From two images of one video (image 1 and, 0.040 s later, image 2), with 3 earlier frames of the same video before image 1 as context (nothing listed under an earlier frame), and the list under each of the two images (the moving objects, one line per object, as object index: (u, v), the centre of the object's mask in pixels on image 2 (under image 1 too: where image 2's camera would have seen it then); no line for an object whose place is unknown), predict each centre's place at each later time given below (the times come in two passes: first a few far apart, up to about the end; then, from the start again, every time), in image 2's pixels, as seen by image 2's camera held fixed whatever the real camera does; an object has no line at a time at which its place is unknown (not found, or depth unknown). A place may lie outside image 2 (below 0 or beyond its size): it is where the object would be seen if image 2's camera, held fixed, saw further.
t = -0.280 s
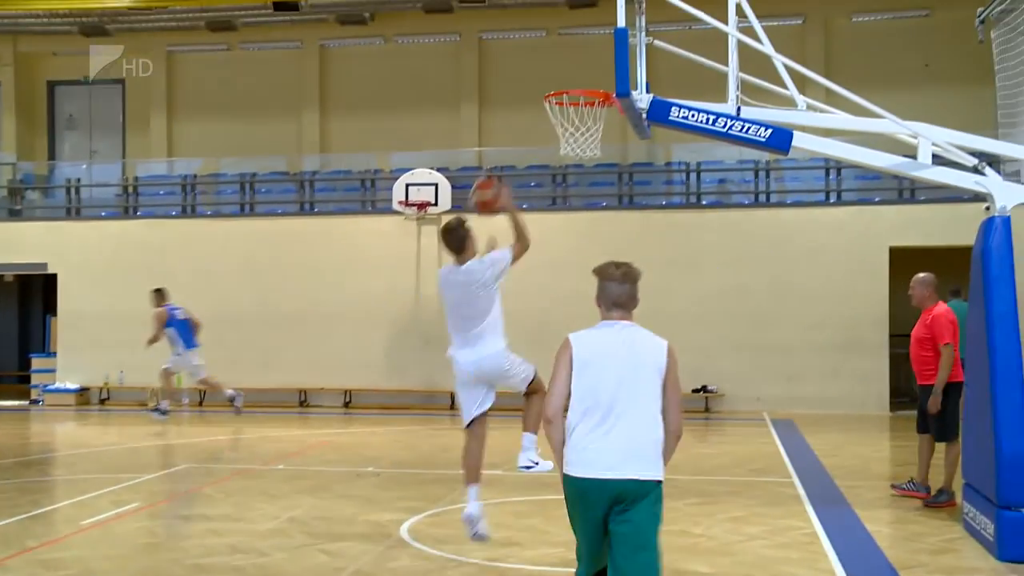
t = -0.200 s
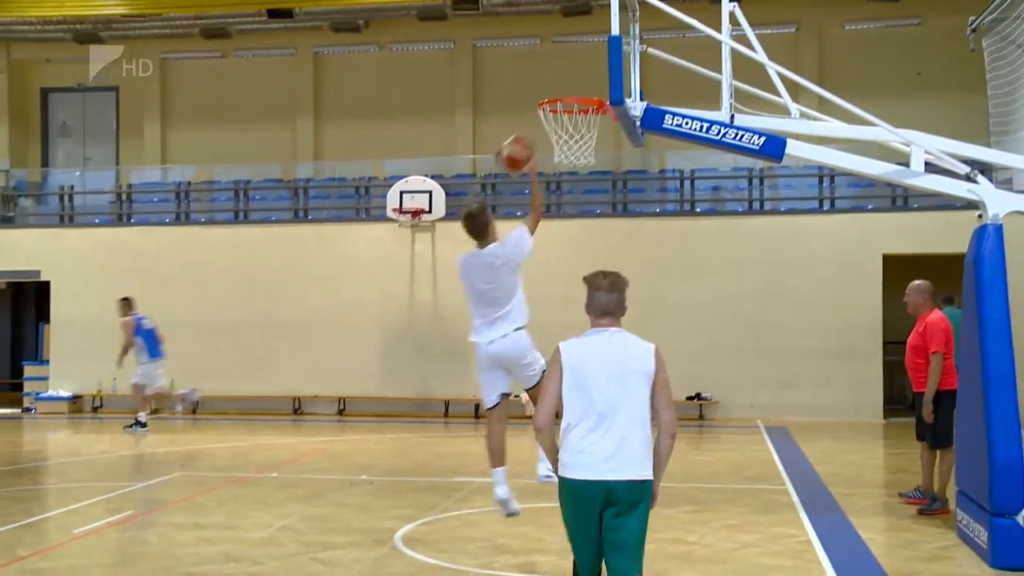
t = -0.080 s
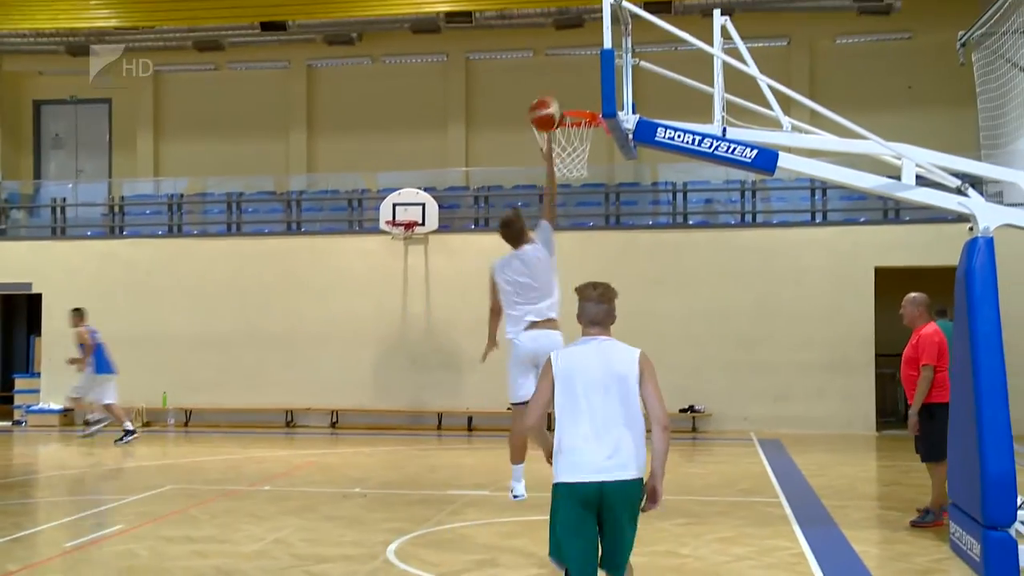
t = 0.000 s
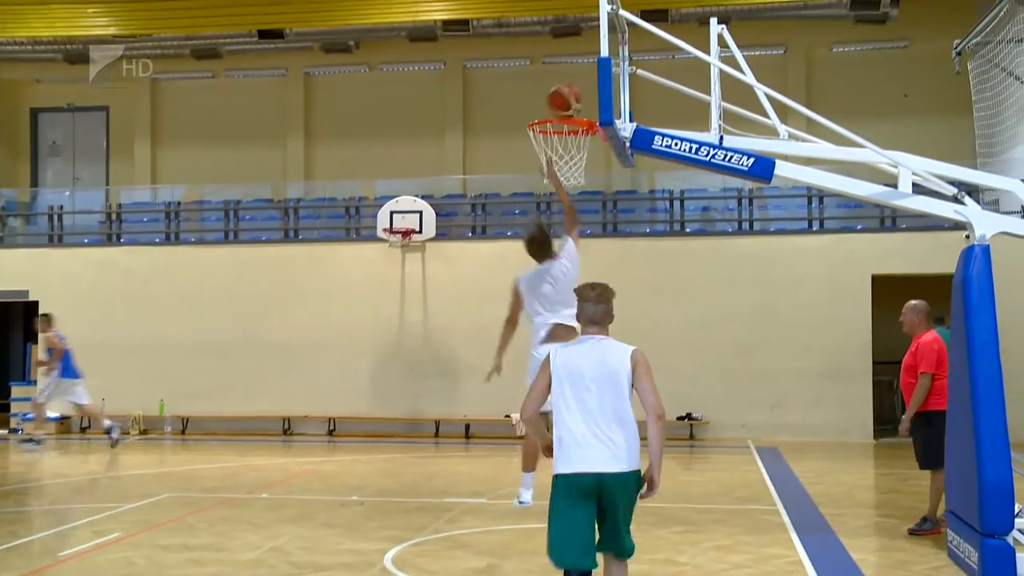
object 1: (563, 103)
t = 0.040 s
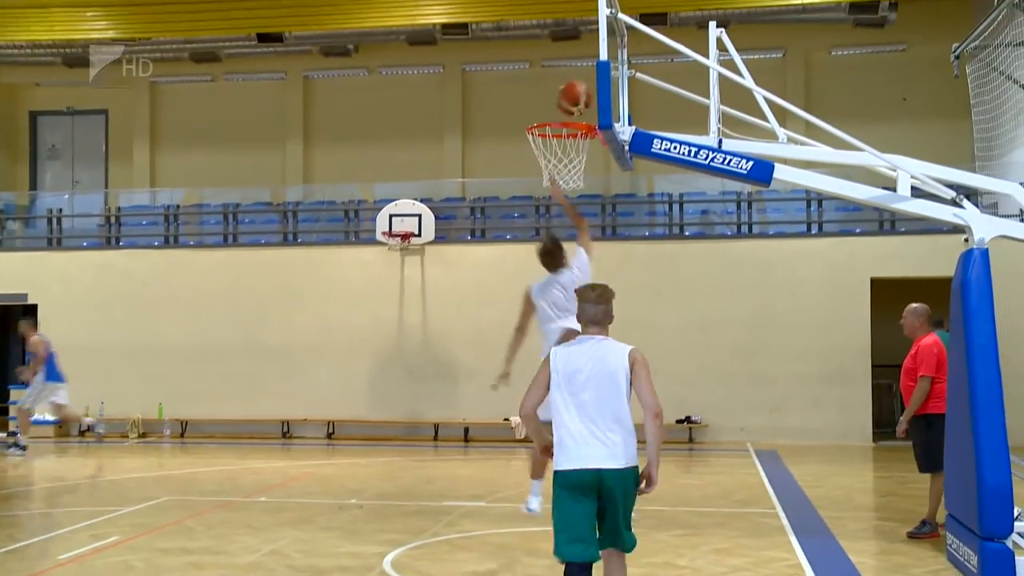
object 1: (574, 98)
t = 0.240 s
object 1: (568, 89)
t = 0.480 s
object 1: (538, 102)
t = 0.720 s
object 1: (526, 111)
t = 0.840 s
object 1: (520, 115)
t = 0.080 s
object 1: (582, 94)
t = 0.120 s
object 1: (586, 91)
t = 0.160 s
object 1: (582, 88)
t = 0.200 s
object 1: (576, 87)
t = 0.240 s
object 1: (568, 89)
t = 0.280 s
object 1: (561, 92)
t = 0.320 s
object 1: (553, 97)
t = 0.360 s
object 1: (546, 105)
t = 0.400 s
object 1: (543, 105)
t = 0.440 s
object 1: (541, 103)
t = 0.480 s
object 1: (538, 102)
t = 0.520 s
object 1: (536, 105)
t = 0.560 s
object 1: (533, 109)
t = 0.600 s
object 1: (531, 109)
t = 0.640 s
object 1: (530, 109)
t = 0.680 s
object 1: (528, 111)
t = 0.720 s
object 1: (526, 111)
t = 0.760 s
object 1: (525, 112)
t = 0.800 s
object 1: (523, 113)
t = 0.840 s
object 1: (520, 115)
